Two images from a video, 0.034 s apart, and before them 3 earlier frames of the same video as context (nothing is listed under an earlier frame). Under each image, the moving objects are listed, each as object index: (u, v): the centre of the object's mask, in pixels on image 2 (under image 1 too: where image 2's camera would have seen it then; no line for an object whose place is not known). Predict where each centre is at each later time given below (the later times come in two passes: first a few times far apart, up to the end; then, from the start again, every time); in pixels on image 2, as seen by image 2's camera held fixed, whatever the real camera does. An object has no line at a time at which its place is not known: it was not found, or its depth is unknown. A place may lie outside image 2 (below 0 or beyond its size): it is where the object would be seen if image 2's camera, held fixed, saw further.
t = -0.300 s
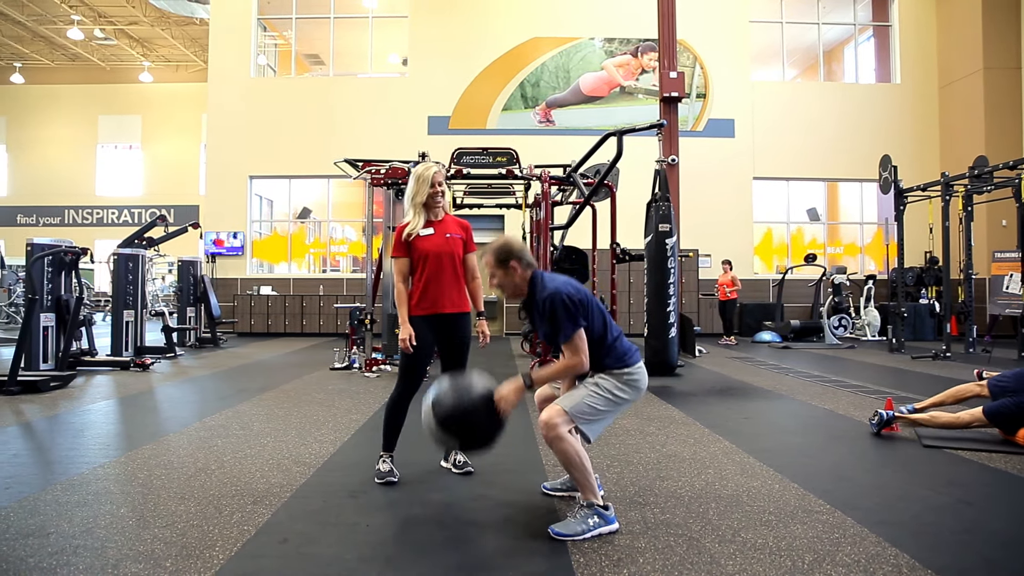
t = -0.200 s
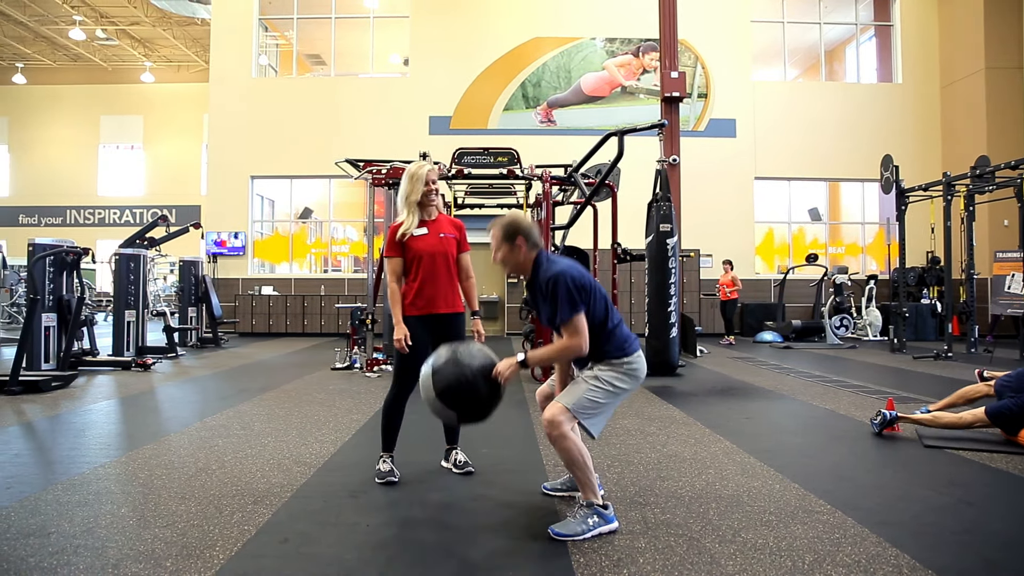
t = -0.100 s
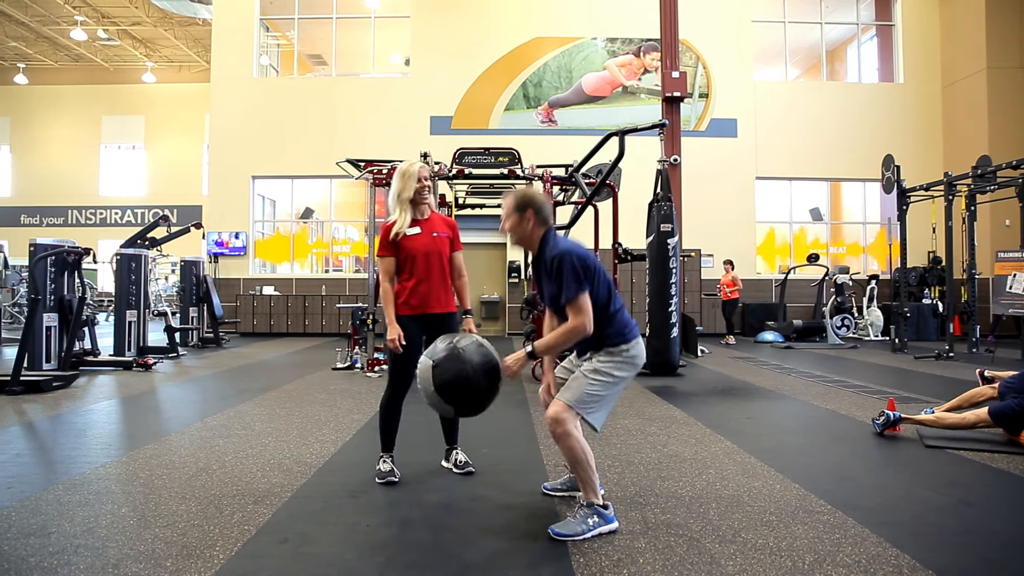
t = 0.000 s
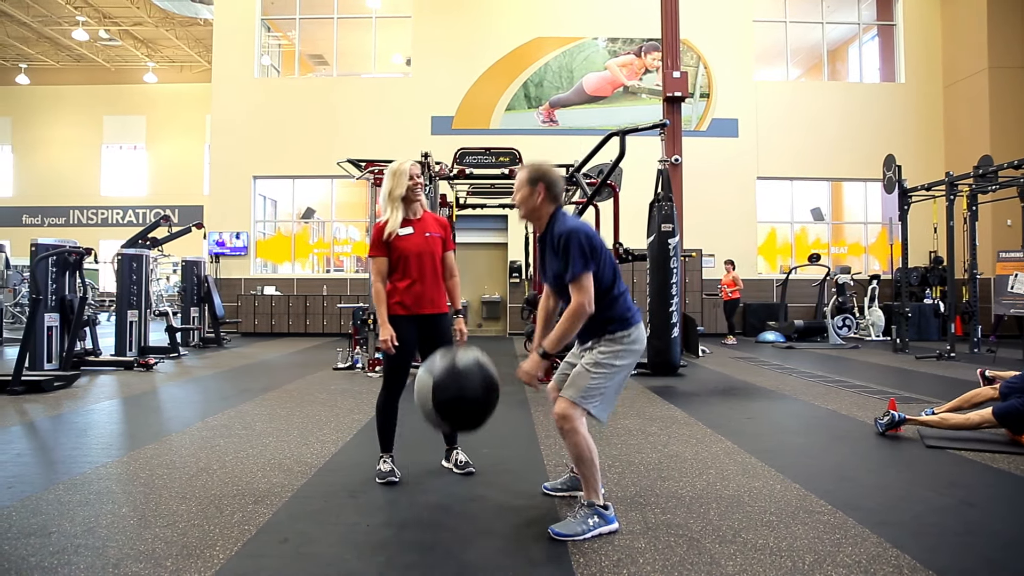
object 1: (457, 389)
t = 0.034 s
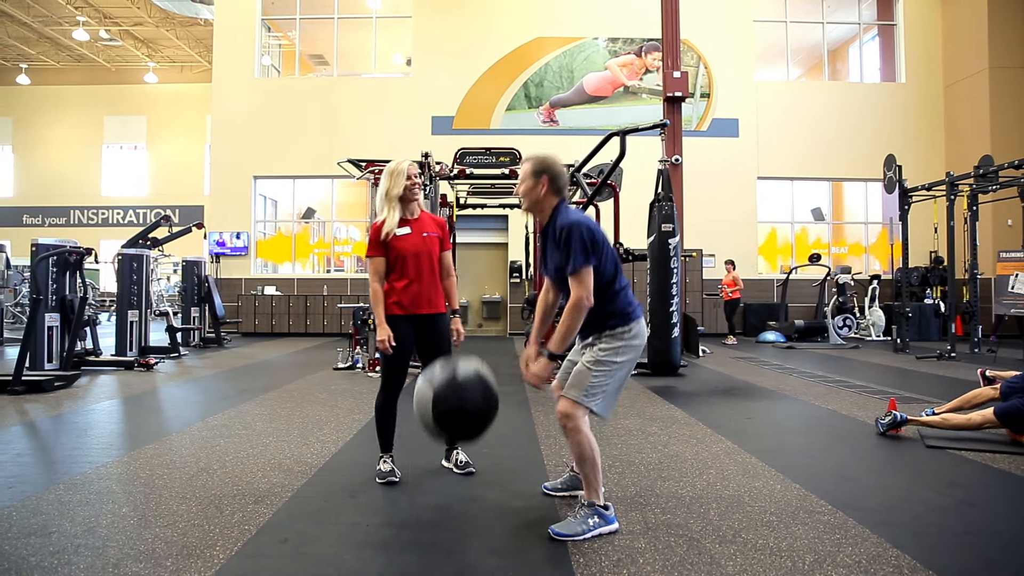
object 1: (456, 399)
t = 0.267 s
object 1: (450, 473)
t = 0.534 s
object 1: (441, 484)
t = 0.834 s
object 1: (437, 479)
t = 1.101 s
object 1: (438, 479)
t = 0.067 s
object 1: (455, 410)
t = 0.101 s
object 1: (454, 426)
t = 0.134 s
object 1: (453, 443)
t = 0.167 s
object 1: (452, 465)
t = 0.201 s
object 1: (452, 487)
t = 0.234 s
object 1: (451, 482)
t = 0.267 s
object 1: (450, 473)
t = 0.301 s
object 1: (449, 467)
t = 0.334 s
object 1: (448, 463)
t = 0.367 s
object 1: (446, 462)
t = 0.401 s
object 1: (445, 463)
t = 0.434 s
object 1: (445, 466)
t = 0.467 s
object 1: (444, 472)
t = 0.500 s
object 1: (442, 481)
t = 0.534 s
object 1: (441, 484)
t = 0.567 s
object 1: (441, 481)
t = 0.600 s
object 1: (440, 479)
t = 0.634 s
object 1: (439, 479)
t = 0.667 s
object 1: (438, 480)
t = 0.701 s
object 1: (437, 480)
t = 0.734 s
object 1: (437, 480)
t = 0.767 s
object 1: (437, 479)
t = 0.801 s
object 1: (437, 479)
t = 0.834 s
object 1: (437, 479)
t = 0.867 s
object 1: (437, 479)
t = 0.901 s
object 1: (437, 479)
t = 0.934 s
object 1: (437, 479)
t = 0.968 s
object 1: (438, 479)
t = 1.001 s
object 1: (438, 479)
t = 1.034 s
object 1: (438, 479)
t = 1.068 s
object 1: (438, 479)
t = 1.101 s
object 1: (438, 479)
